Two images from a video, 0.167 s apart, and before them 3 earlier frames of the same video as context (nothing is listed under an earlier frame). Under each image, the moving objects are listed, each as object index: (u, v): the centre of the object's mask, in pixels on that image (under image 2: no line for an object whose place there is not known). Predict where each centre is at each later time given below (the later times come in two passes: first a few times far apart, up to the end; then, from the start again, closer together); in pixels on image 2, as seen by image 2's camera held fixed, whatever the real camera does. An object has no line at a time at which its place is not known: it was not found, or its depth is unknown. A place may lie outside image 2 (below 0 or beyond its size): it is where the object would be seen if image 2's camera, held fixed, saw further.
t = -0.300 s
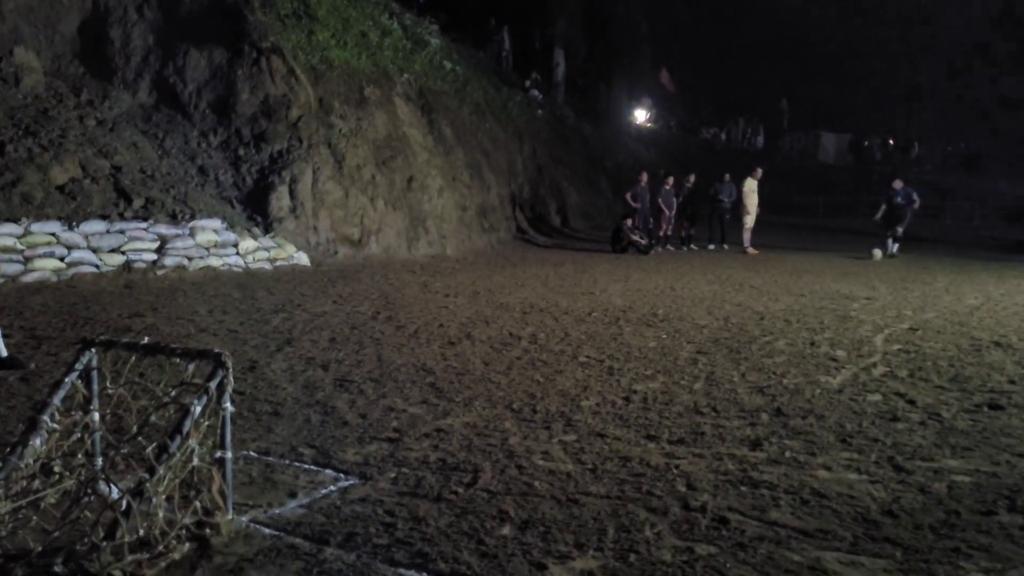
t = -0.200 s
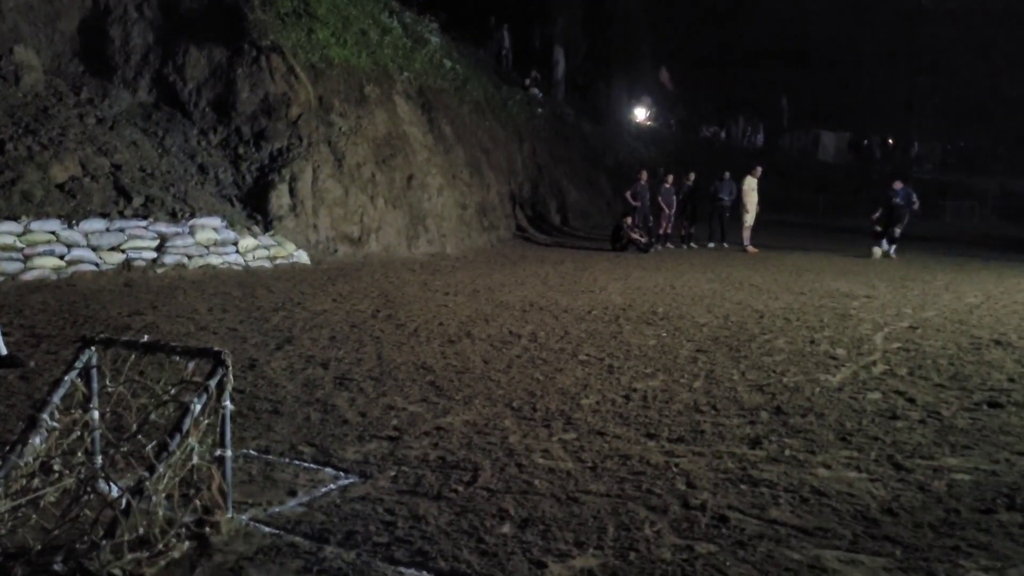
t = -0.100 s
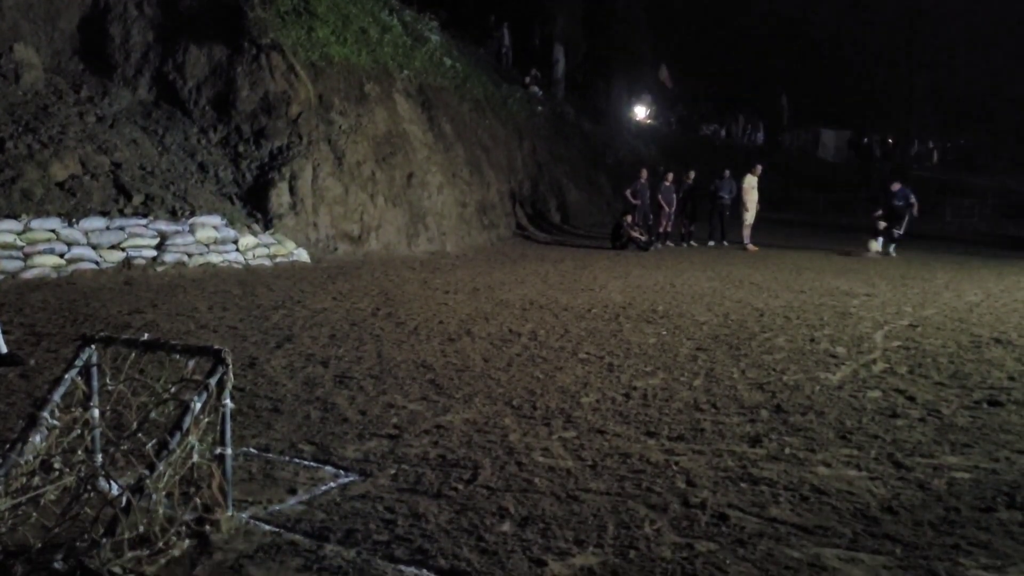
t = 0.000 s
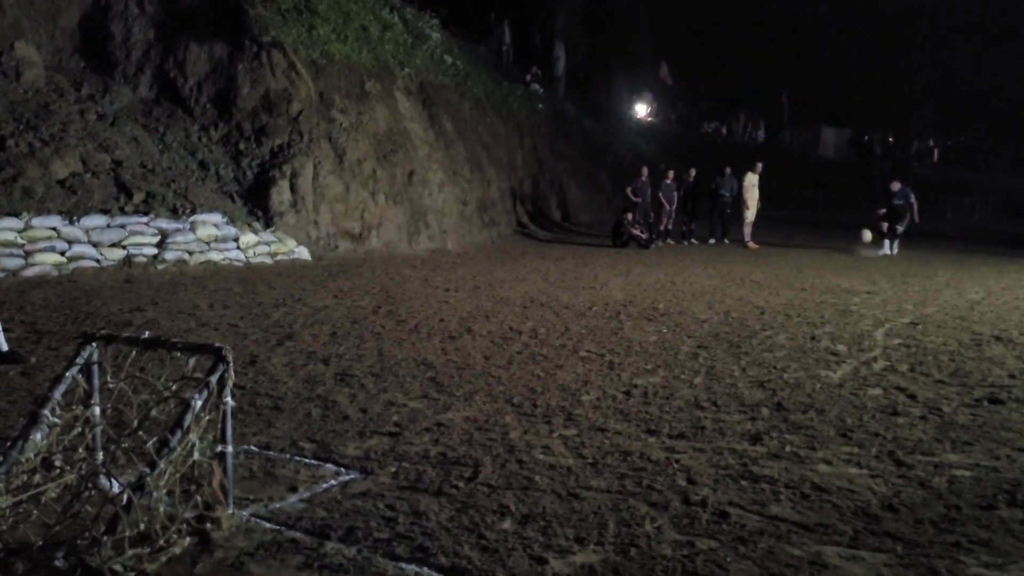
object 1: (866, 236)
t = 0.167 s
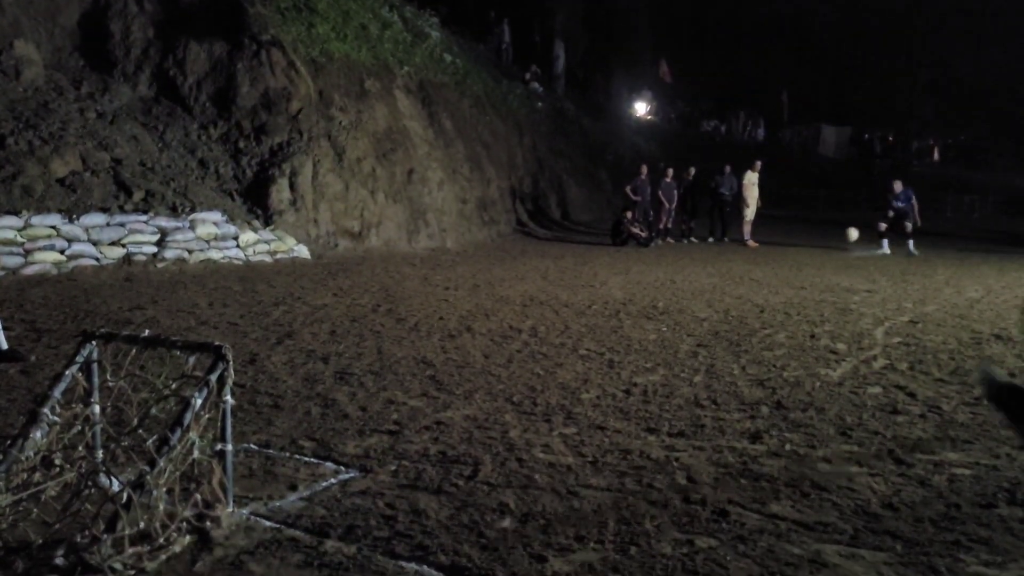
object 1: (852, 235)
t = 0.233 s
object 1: (845, 240)
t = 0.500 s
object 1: (818, 255)
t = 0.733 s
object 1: (796, 248)
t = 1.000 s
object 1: (760, 302)
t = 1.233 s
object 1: (717, 309)
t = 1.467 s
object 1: (661, 338)
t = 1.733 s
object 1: (568, 386)
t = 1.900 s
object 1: (490, 422)
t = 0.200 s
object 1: (849, 237)
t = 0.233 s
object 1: (845, 240)
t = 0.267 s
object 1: (842, 244)
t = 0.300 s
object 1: (839, 249)
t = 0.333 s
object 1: (835, 254)
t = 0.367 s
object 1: (830, 263)
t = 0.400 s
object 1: (826, 269)
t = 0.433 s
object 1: (823, 264)
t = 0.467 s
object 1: (820, 259)
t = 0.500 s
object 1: (818, 255)
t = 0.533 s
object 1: (816, 251)
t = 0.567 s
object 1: (812, 248)
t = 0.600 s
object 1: (809, 247)
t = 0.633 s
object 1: (806, 246)
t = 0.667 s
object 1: (803, 245)
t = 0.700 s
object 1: (800, 247)
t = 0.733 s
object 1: (796, 248)
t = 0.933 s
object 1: (771, 282)
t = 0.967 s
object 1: (767, 293)
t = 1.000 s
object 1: (760, 302)
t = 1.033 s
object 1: (756, 300)
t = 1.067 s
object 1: (749, 299)
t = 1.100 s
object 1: (743, 298)
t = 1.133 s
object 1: (737, 298)
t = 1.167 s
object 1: (730, 301)
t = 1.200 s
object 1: (724, 305)
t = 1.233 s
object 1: (717, 309)
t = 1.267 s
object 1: (711, 314)
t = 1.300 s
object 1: (702, 323)
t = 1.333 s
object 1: (694, 330)
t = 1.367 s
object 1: (686, 329)
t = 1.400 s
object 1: (678, 330)
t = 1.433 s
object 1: (670, 334)
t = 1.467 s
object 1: (661, 338)
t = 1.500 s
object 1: (651, 343)
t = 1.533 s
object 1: (642, 351)
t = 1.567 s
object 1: (631, 360)
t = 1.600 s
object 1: (621, 361)
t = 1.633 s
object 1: (609, 365)
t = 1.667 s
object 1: (596, 371)
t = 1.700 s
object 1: (584, 380)
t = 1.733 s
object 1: (568, 386)
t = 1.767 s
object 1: (554, 391)
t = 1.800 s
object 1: (539, 397)
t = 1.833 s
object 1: (526, 405)
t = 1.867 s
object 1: (507, 414)
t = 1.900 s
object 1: (490, 422)
